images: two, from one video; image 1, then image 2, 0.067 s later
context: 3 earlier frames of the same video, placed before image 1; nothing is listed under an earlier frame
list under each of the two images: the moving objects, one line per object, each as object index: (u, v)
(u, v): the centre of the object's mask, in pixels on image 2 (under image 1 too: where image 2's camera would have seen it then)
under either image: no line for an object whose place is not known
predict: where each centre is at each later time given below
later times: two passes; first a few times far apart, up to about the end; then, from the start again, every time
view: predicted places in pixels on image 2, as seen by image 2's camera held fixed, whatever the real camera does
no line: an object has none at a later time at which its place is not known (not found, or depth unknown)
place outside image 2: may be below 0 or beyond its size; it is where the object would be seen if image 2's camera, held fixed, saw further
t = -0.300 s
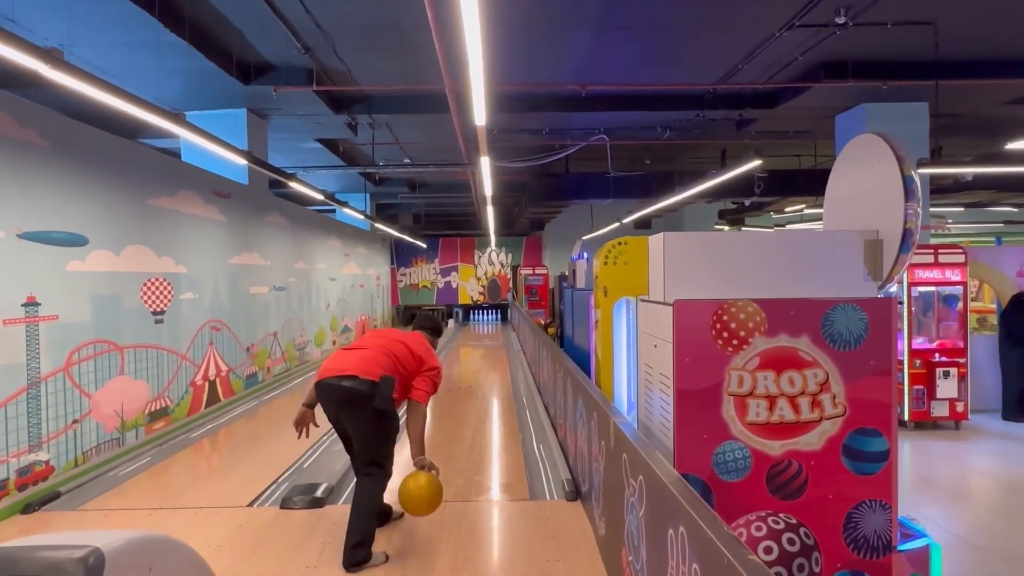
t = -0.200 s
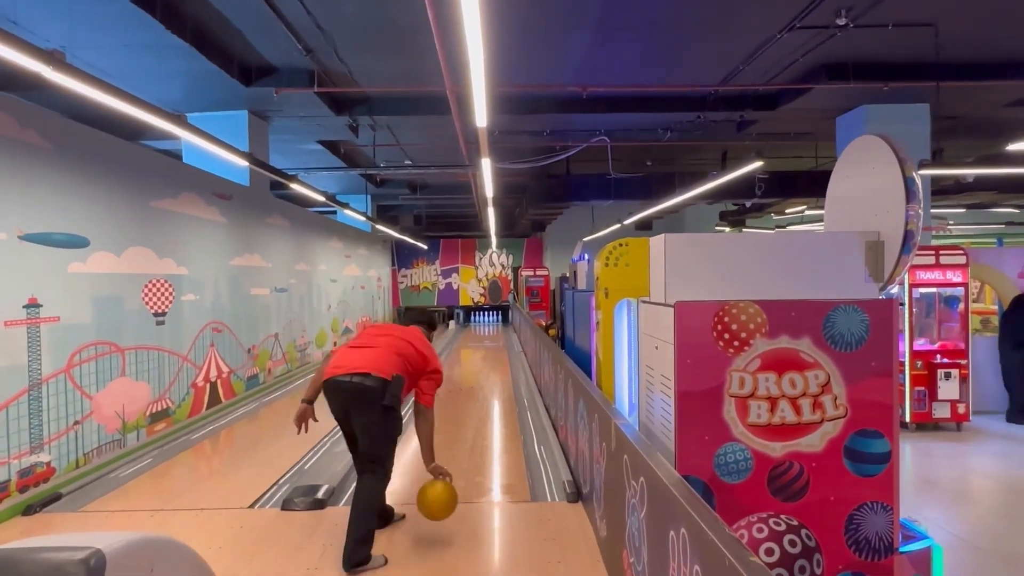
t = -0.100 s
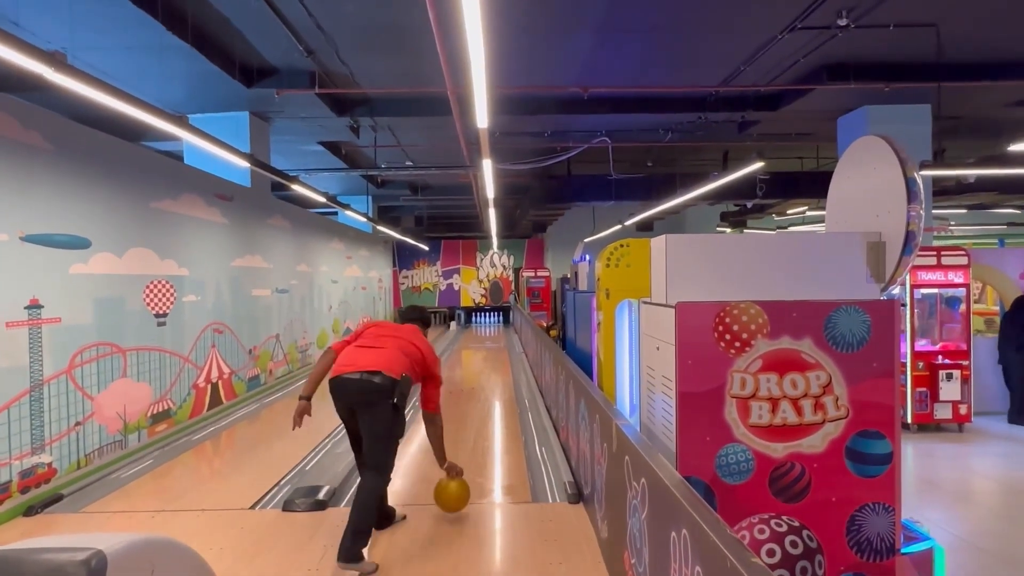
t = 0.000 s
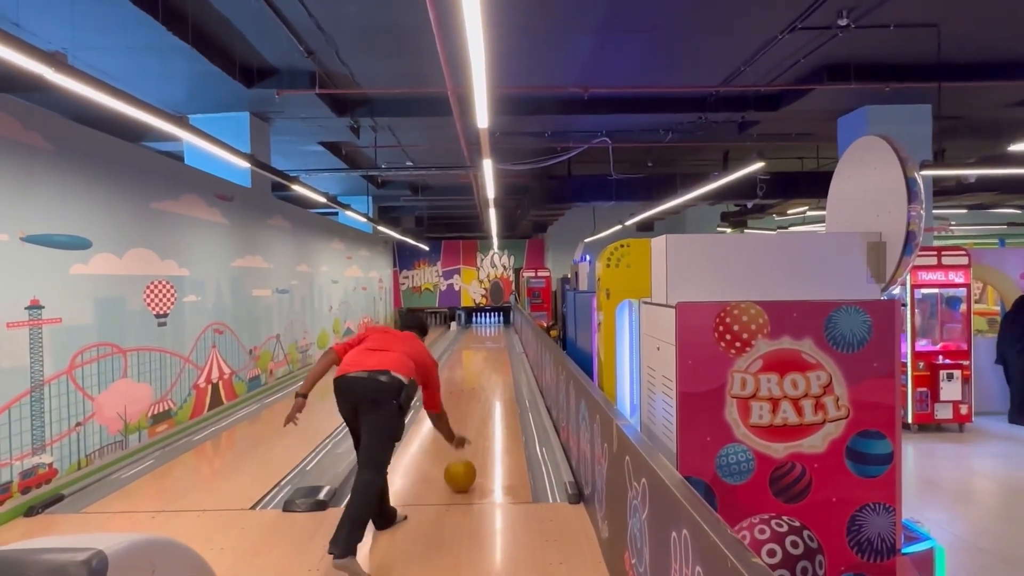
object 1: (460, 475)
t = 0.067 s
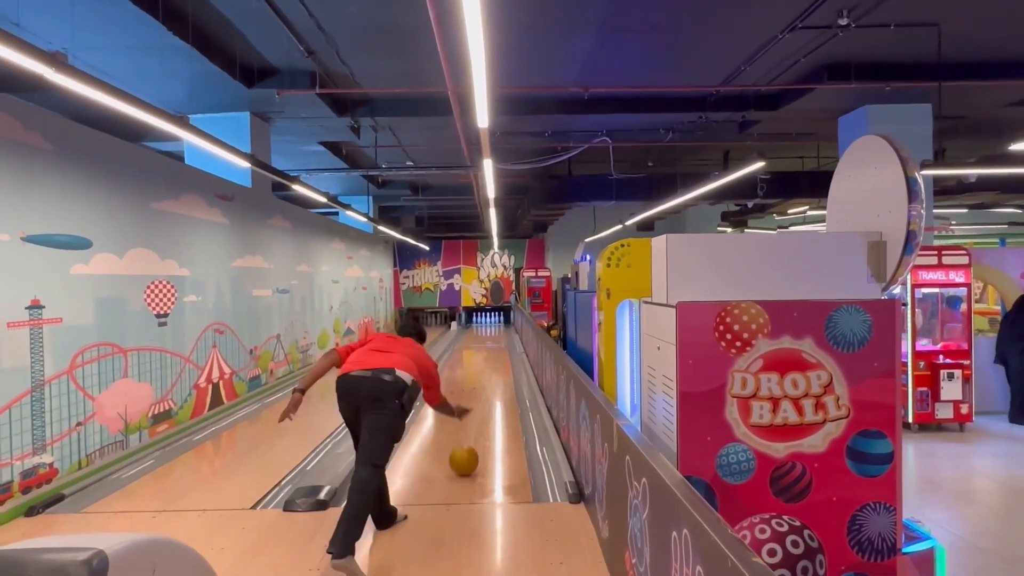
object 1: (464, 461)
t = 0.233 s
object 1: (470, 433)
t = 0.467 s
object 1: (476, 407)
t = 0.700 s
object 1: (479, 388)
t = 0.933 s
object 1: (481, 375)
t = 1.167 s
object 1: (483, 365)
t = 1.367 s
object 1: (484, 358)
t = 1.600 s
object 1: (484, 353)
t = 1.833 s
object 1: (484, 347)
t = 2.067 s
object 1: (485, 342)
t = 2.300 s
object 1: (485, 339)
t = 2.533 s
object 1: (485, 336)
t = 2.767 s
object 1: (485, 334)
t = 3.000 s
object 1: (484, 331)
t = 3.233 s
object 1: (484, 329)
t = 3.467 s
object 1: (484, 327)
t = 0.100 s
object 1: (465, 455)
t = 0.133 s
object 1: (467, 448)
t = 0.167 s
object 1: (468, 443)
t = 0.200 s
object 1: (469, 438)
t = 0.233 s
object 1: (470, 433)
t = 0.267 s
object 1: (471, 429)
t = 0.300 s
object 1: (472, 424)
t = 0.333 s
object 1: (473, 420)
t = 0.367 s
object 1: (473, 417)
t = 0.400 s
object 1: (474, 413)
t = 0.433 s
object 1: (475, 410)
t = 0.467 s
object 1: (476, 407)
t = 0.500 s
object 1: (476, 404)
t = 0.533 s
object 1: (477, 401)
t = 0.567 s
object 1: (477, 399)
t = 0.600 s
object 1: (478, 395)
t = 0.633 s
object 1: (478, 393)
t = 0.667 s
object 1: (479, 391)
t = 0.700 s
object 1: (479, 388)
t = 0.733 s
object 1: (479, 386)
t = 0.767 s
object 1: (480, 384)
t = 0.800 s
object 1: (480, 382)
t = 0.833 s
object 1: (480, 380)
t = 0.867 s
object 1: (481, 378)
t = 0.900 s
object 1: (481, 377)
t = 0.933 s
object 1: (481, 375)
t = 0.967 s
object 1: (482, 374)
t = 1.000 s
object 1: (482, 372)
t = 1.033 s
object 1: (482, 371)
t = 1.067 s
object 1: (484, 367)
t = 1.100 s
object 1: (481, 373)
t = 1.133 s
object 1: (482, 368)
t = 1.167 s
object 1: (483, 365)
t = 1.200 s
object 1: (483, 364)
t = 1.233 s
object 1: (483, 363)
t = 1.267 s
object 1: (483, 362)
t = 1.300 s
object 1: (484, 361)
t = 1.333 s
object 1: (484, 359)
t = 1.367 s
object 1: (484, 358)
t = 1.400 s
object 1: (484, 357)
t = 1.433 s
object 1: (484, 357)
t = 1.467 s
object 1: (484, 356)
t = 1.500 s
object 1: (484, 355)
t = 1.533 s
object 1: (484, 354)
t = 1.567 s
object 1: (484, 353)
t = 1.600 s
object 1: (484, 353)
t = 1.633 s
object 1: (484, 352)
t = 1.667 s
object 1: (484, 351)
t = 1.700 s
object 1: (484, 351)
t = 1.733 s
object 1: (484, 349)
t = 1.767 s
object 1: (484, 348)
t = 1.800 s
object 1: (484, 348)
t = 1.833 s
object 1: (484, 347)
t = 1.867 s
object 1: (485, 346)
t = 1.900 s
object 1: (485, 346)
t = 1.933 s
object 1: (485, 345)
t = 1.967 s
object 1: (485, 344)
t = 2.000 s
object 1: (485, 343)
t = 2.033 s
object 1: (485, 343)
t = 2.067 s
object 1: (485, 342)
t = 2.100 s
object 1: (485, 342)
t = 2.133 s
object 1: (485, 342)
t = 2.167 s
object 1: (485, 341)
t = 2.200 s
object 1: (485, 341)
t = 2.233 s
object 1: (485, 341)
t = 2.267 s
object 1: (485, 340)
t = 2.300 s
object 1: (485, 339)
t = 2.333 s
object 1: (485, 339)
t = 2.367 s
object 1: (485, 338)
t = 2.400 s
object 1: (485, 337)
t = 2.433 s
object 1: (485, 337)
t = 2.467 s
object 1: (485, 337)
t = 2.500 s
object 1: (485, 336)
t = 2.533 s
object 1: (485, 336)
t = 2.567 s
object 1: (485, 335)
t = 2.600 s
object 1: (485, 335)
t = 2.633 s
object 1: (485, 335)
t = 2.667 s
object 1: (485, 334)
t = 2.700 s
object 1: (485, 334)
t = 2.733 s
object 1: (485, 334)
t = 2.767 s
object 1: (485, 334)
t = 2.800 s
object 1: (484, 333)
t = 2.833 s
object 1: (484, 333)
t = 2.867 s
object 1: (484, 333)
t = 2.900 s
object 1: (484, 332)
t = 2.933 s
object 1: (484, 332)
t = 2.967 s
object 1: (484, 331)
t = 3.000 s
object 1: (484, 331)
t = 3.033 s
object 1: (484, 331)
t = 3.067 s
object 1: (484, 330)
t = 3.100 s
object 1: (484, 330)
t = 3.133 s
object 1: (484, 330)
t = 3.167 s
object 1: (484, 330)
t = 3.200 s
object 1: (484, 329)
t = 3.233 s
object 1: (484, 329)
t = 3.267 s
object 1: (484, 329)
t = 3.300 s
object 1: (484, 328)
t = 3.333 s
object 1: (484, 328)
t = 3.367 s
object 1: (484, 328)
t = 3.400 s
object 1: (484, 327)
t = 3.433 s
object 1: (484, 327)
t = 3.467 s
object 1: (484, 327)
